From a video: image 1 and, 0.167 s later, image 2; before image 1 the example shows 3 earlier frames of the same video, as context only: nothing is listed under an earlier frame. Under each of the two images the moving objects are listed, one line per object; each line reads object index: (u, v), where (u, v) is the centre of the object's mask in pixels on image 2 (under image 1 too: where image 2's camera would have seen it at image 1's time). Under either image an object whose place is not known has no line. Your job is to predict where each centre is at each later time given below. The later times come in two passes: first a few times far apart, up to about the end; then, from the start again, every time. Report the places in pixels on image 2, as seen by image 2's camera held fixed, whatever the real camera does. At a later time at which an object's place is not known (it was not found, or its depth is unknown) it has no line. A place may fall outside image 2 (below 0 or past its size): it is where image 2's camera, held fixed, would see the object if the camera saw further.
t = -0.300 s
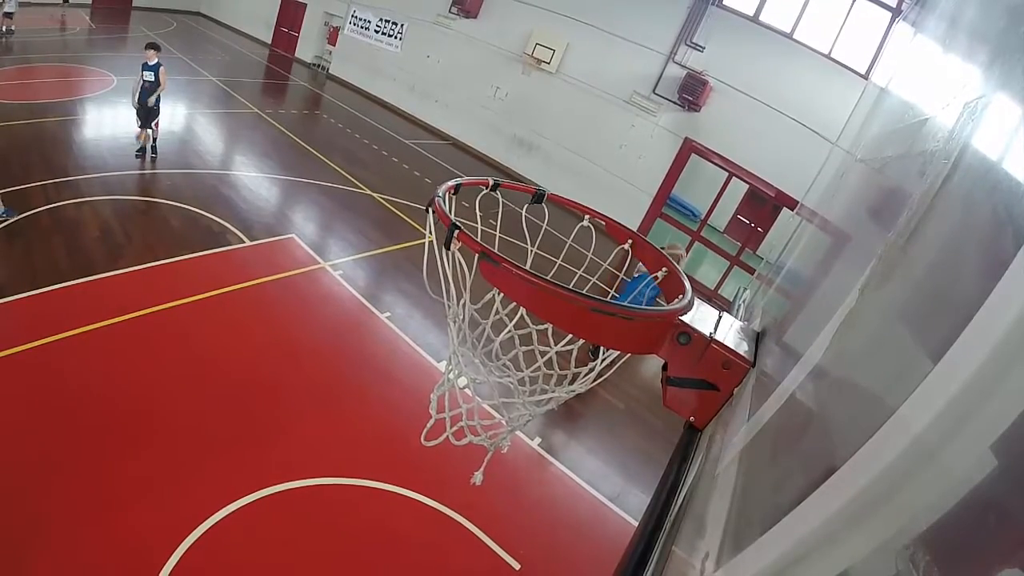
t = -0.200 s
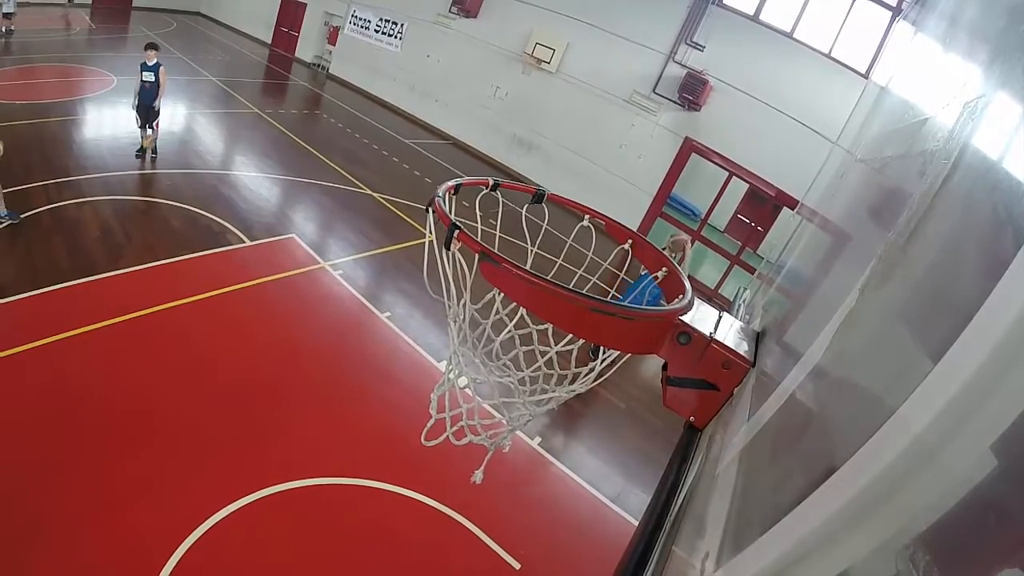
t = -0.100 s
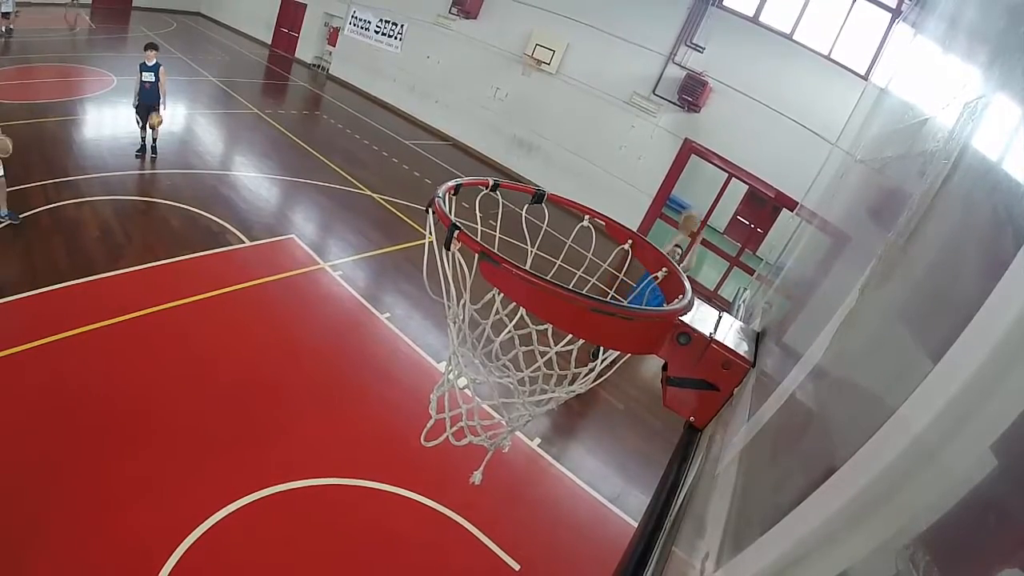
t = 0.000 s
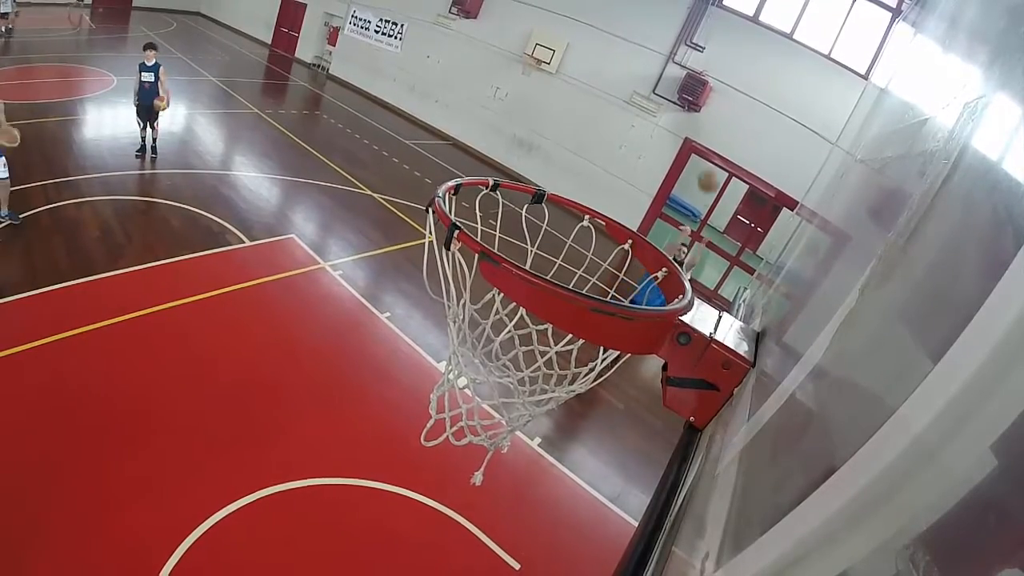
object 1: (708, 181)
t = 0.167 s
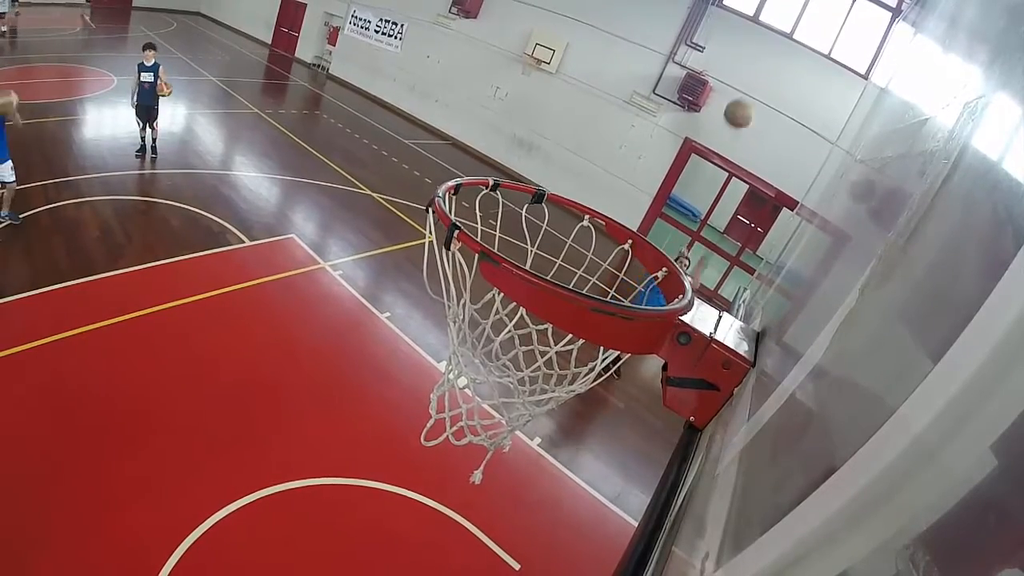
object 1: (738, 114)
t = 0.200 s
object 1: (744, 100)
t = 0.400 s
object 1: (766, 29)
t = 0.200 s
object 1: (744, 100)
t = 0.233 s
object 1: (748, 88)
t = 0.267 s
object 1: (753, 75)
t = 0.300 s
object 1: (756, 62)
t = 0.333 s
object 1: (760, 51)
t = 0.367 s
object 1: (763, 40)
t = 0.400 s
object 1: (766, 29)
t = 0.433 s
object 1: (769, 19)
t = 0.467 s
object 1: (771, 13)
